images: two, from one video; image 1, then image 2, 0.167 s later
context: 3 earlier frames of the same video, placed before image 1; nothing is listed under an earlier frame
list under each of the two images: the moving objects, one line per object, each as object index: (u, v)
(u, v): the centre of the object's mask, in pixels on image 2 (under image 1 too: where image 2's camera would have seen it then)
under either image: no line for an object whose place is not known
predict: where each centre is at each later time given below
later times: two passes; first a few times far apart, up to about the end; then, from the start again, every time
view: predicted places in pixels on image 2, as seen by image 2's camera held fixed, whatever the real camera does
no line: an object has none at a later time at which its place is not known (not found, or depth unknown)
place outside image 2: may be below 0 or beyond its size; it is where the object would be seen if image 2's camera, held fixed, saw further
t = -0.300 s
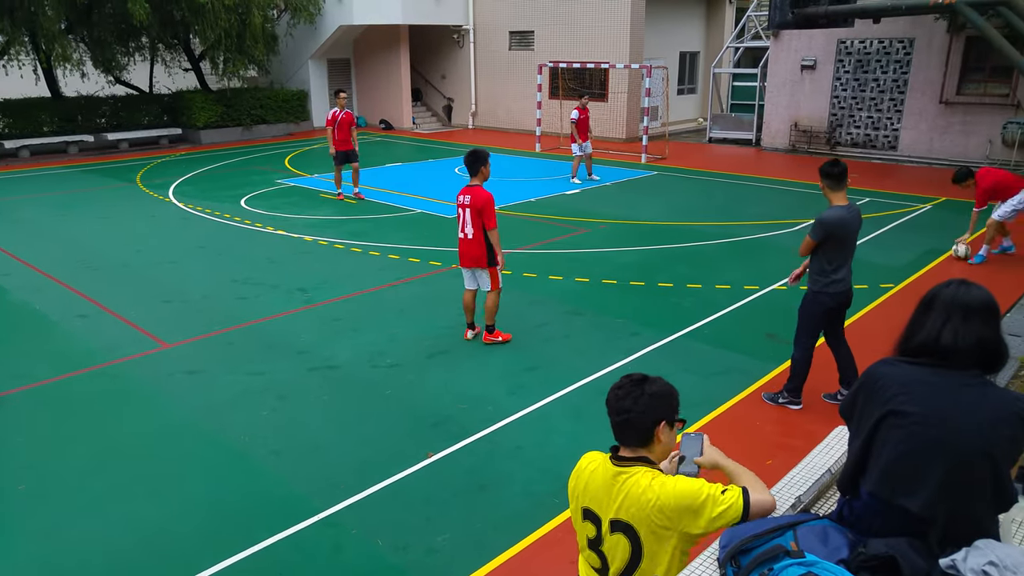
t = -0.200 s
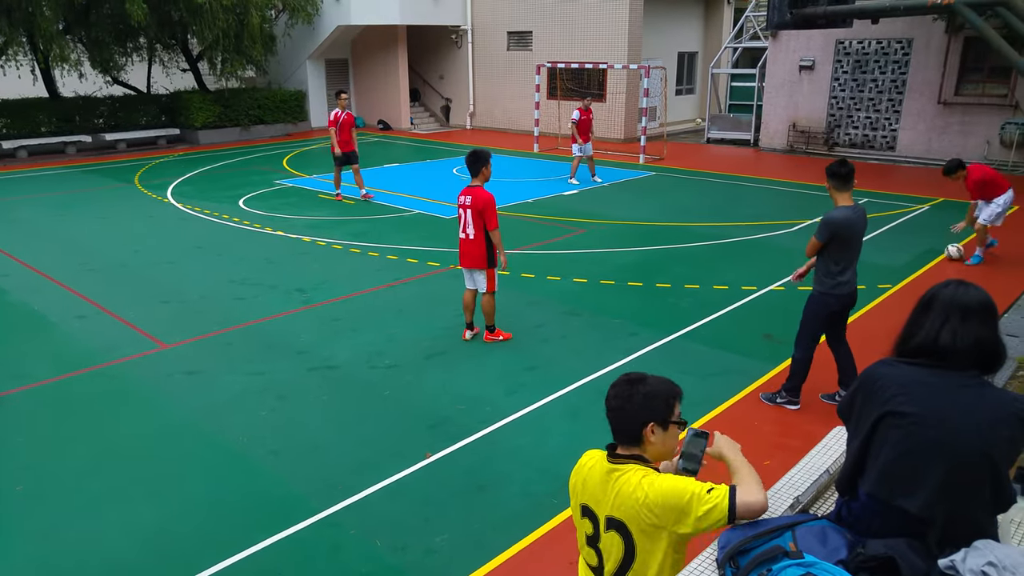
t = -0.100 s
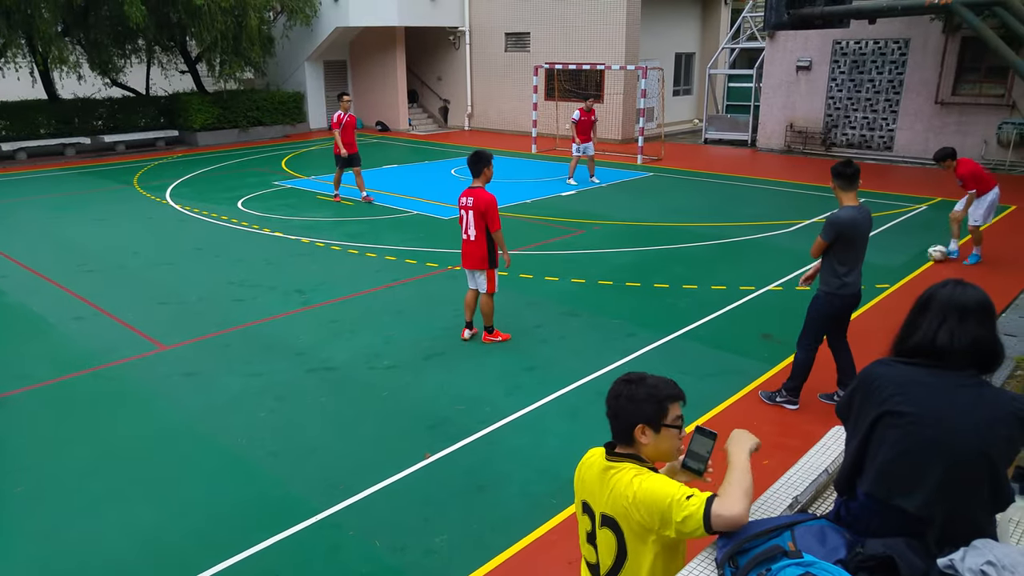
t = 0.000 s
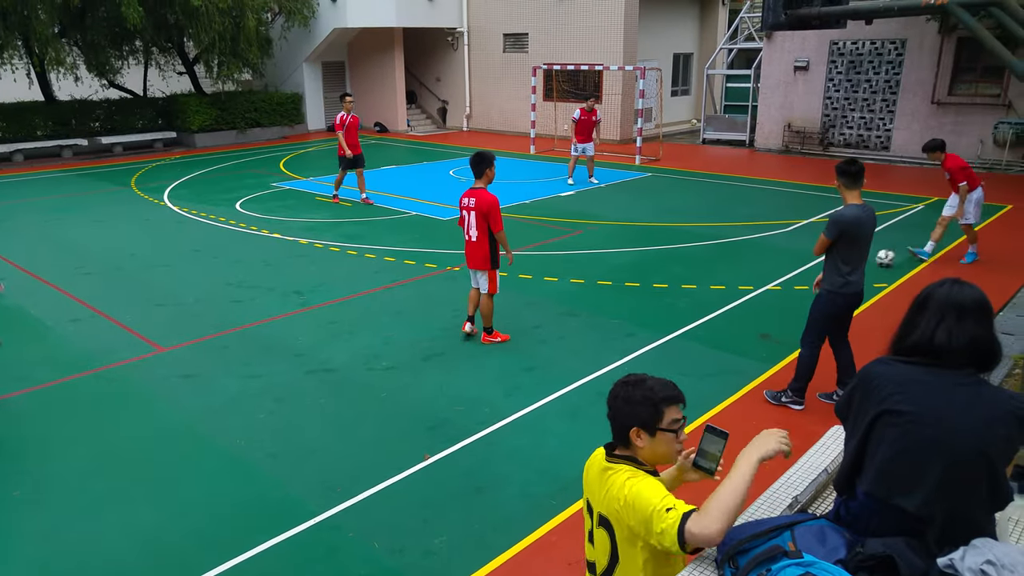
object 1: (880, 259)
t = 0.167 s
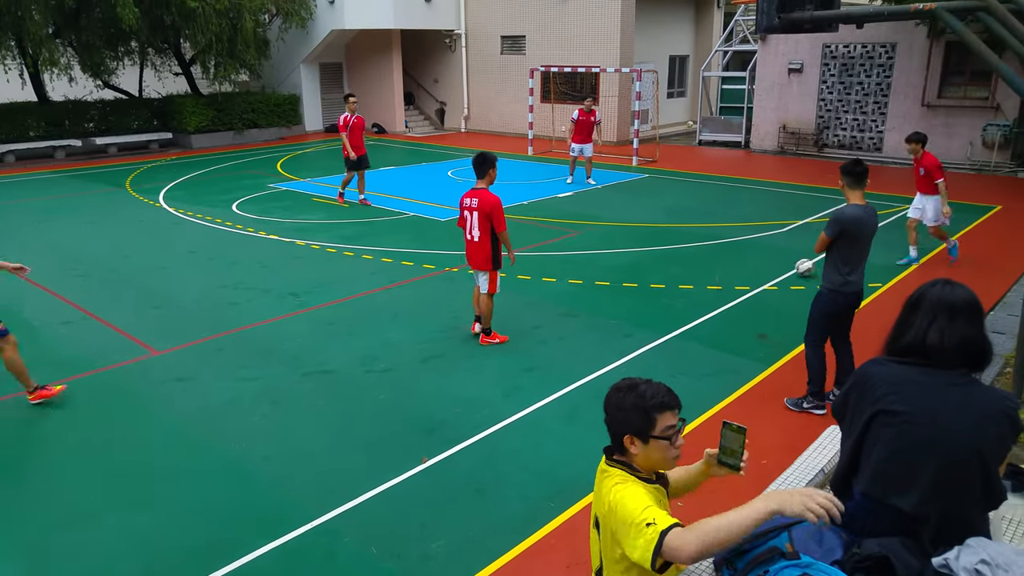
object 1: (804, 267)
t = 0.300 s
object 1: (747, 274)
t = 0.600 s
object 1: (631, 290)
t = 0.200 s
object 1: (789, 269)
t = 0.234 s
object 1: (775, 271)
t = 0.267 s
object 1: (762, 272)
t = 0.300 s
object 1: (747, 274)
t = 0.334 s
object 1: (733, 277)
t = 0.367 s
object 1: (720, 278)
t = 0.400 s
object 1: (706, 279)
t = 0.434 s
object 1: (693, 281)
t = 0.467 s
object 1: (680, 283)
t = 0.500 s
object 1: (668, 285)
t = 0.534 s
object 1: (655, 287)
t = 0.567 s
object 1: (642, 288)
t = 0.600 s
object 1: (631, 290)
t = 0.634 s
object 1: (618, 291)
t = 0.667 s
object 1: (606, 292)
